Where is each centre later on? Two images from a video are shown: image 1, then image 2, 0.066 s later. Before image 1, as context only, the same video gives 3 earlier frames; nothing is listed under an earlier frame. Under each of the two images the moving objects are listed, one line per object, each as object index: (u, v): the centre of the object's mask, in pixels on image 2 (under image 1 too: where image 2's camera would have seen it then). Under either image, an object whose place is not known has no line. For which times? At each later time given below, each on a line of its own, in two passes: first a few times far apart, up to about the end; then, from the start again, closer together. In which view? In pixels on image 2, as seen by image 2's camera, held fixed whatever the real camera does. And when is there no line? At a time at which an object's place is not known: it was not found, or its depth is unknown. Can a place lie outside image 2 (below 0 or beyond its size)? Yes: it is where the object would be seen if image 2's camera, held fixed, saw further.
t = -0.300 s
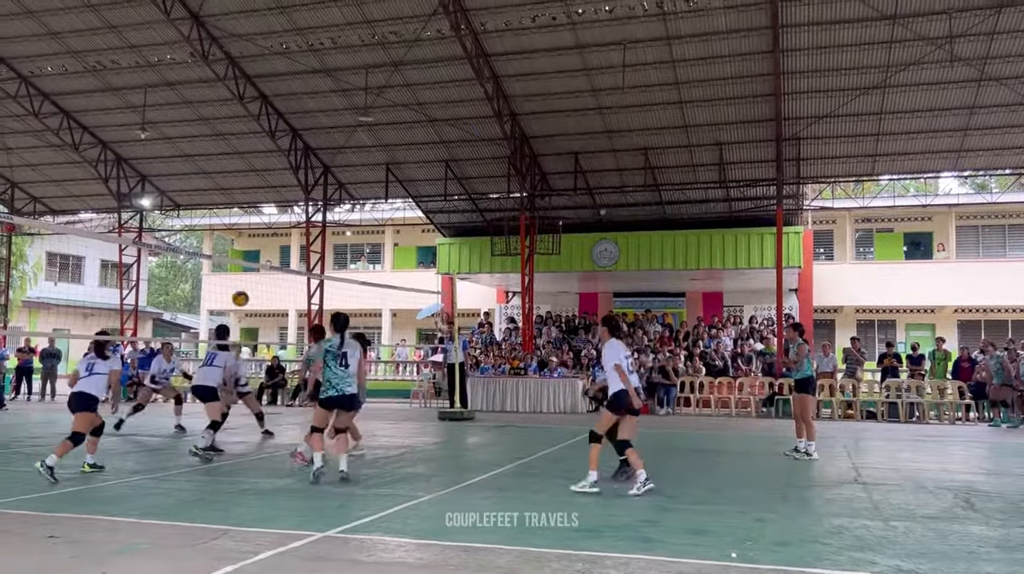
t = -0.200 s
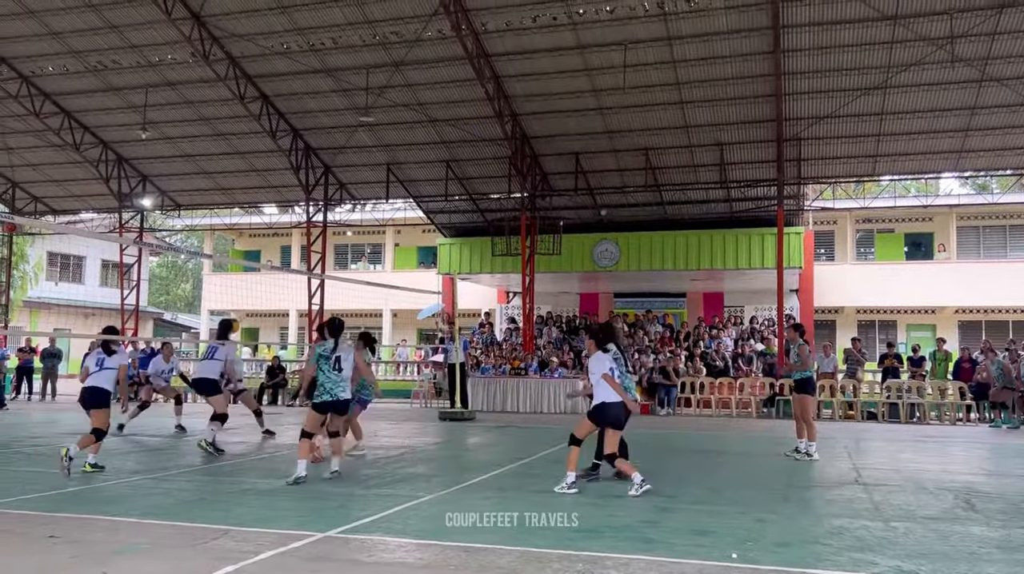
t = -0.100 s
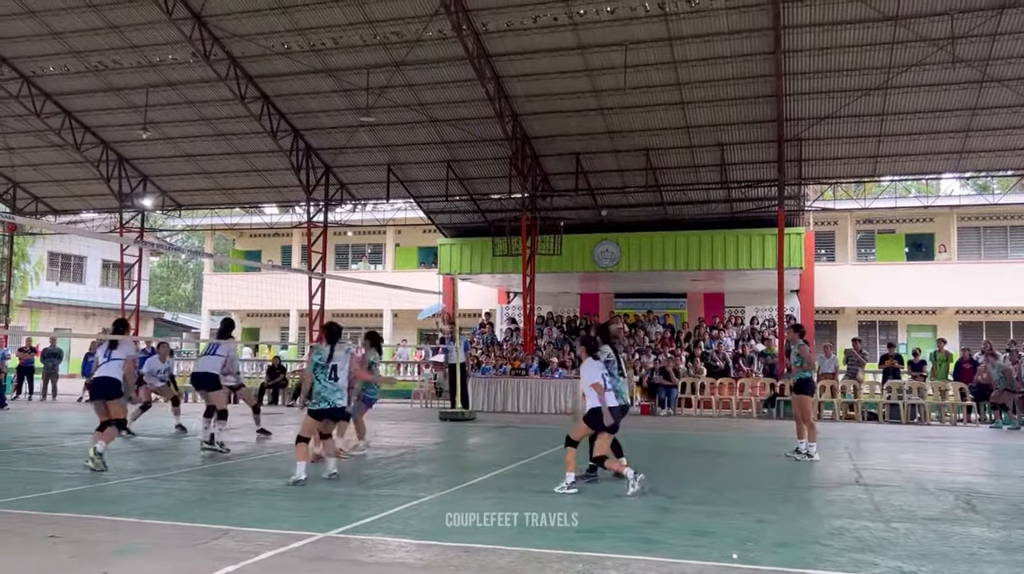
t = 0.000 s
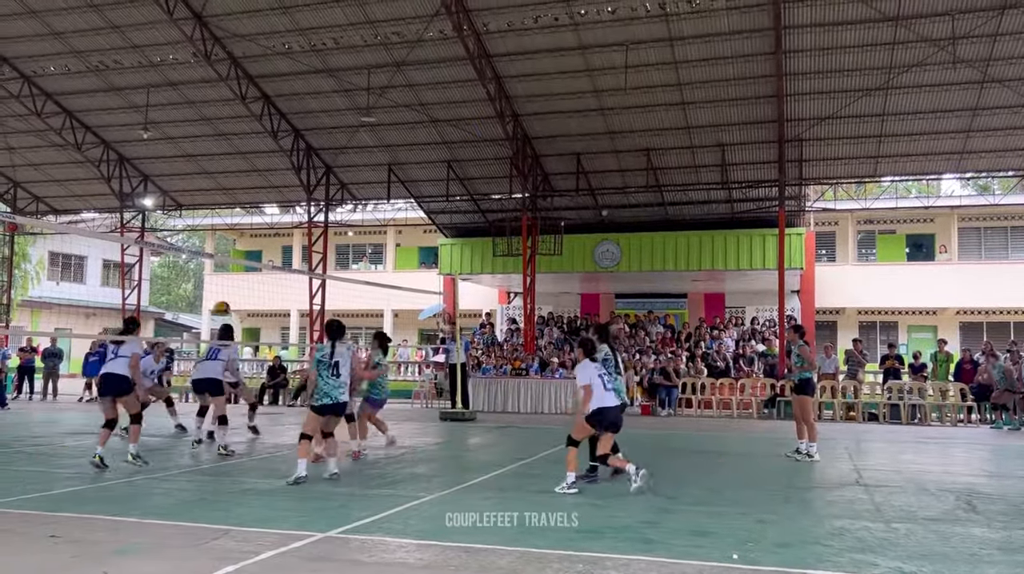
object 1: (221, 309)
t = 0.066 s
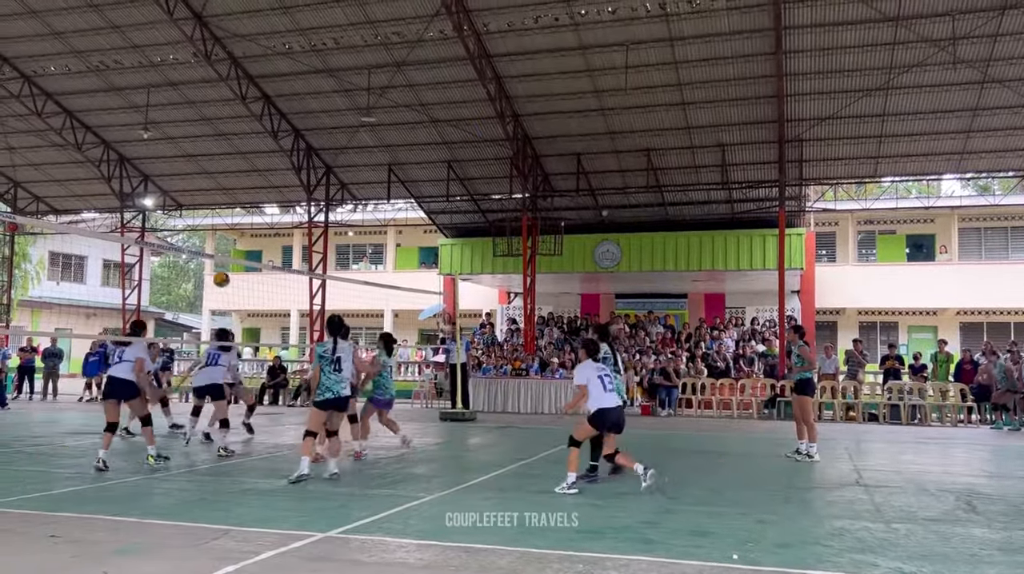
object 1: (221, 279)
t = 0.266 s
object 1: (217, 213)
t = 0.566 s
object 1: (210, 167)
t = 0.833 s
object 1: (197, 181)
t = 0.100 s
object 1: (219, 267)
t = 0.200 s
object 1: (218, 231)
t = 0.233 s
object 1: (218, 222)
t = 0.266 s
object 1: (217, 213)
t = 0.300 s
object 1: (216, 204)
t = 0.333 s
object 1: (215, 196)
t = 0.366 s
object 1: (215, 189)
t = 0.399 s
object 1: (214, 184)
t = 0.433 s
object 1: (213, 178)
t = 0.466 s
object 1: (212, 173)
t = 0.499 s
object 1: (211, 169)
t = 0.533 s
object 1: (210, 166)
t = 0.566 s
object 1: (210, 167)
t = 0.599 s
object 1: (209, 166)
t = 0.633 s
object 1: (207, 164)
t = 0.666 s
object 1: (204, 166)
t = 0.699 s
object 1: (203, 168)
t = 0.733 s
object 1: (201, 169)
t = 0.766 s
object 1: (200, 171)
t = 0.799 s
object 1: (199, 176)
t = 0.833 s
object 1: (197, 181)
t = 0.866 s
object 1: (197, 187)
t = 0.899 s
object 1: (196, 195)
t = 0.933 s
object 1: (192, 202)
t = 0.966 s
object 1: (190, 212)
